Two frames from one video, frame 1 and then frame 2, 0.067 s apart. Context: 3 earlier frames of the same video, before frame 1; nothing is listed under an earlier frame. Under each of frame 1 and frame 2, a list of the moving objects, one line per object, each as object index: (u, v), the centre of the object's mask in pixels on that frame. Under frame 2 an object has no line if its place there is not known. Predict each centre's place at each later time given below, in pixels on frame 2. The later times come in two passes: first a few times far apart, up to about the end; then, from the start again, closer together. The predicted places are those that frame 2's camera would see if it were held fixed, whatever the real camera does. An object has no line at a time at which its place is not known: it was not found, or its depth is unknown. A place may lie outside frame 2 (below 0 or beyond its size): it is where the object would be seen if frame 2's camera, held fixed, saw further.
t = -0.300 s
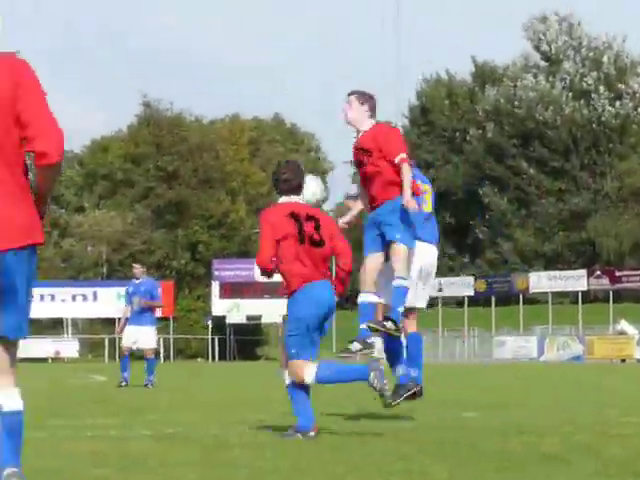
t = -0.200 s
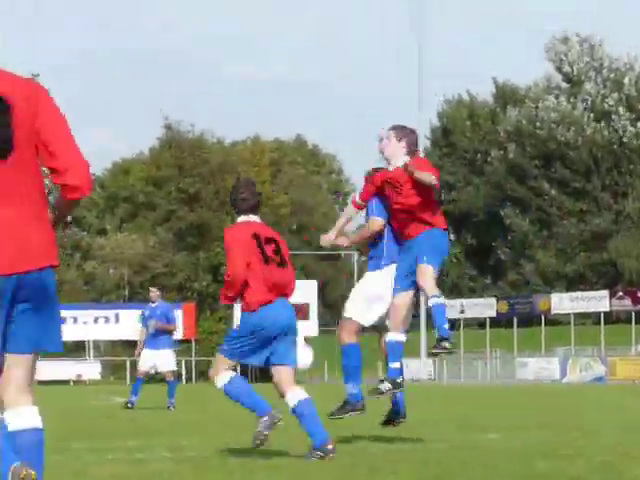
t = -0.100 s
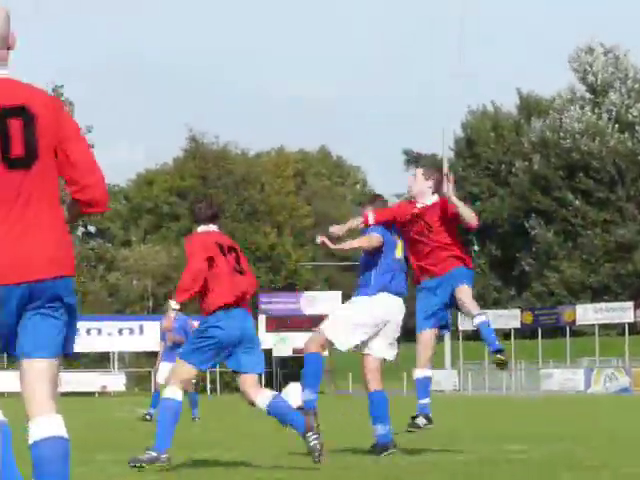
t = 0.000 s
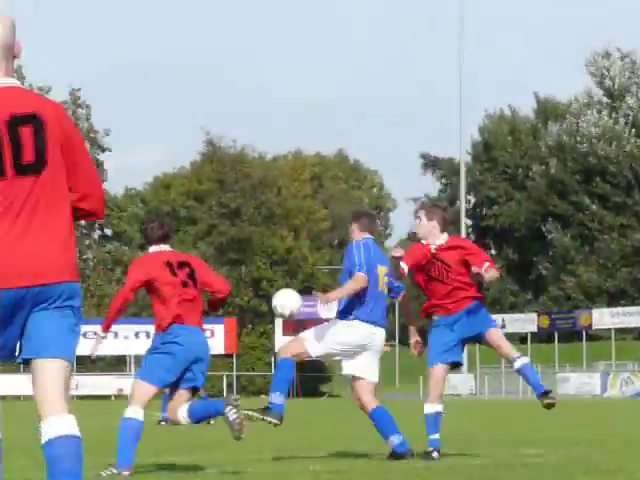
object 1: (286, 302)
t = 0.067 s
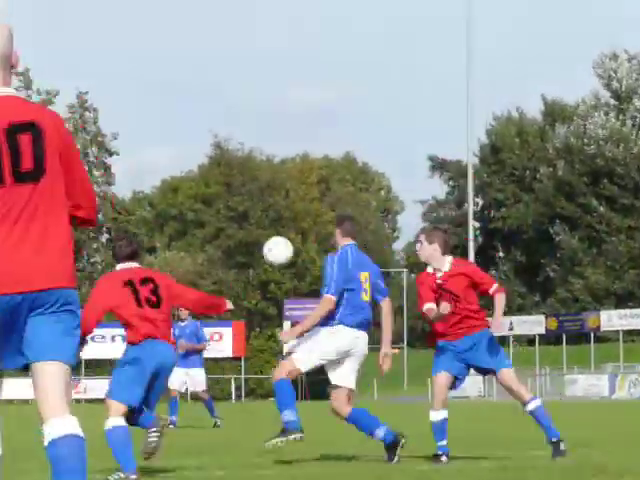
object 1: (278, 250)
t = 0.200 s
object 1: (245, 157)
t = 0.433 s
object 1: (190, 62)
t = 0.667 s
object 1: (139, 36)
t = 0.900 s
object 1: (91, 77)
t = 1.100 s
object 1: (52, 162)
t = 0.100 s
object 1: (269, 225)
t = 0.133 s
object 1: (261, 201)
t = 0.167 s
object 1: (253, 178)
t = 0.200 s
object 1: (245, 157)
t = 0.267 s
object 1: (229, 124)
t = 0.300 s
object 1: (222, 108)
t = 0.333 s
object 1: (213, 94)
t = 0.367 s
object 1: (205, 82)
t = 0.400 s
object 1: (197, 71)
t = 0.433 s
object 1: (190, 62)
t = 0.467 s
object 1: (183, 54)
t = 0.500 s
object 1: (176, 47)
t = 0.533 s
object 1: (169, 42)
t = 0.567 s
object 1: (161, 37)
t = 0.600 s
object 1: (154, 36)
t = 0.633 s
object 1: (146, 35)
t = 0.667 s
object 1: (139, 36)
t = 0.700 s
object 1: (132, 37)
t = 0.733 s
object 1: (125, 40)
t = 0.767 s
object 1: (118, 44)
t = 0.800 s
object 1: (111, 50)
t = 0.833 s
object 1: (105, 58)
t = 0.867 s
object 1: (98, 68)
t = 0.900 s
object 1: (91, 77)
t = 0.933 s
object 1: (85, 88)
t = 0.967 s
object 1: (79, 99)
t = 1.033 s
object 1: (64, 127)
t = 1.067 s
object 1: (59, 144)
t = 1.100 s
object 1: (52, 162)
